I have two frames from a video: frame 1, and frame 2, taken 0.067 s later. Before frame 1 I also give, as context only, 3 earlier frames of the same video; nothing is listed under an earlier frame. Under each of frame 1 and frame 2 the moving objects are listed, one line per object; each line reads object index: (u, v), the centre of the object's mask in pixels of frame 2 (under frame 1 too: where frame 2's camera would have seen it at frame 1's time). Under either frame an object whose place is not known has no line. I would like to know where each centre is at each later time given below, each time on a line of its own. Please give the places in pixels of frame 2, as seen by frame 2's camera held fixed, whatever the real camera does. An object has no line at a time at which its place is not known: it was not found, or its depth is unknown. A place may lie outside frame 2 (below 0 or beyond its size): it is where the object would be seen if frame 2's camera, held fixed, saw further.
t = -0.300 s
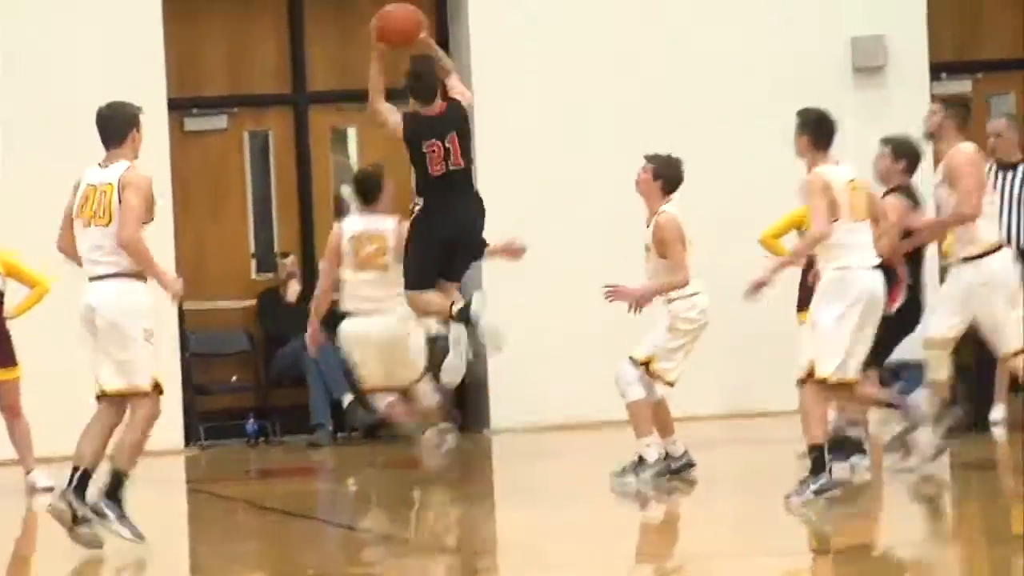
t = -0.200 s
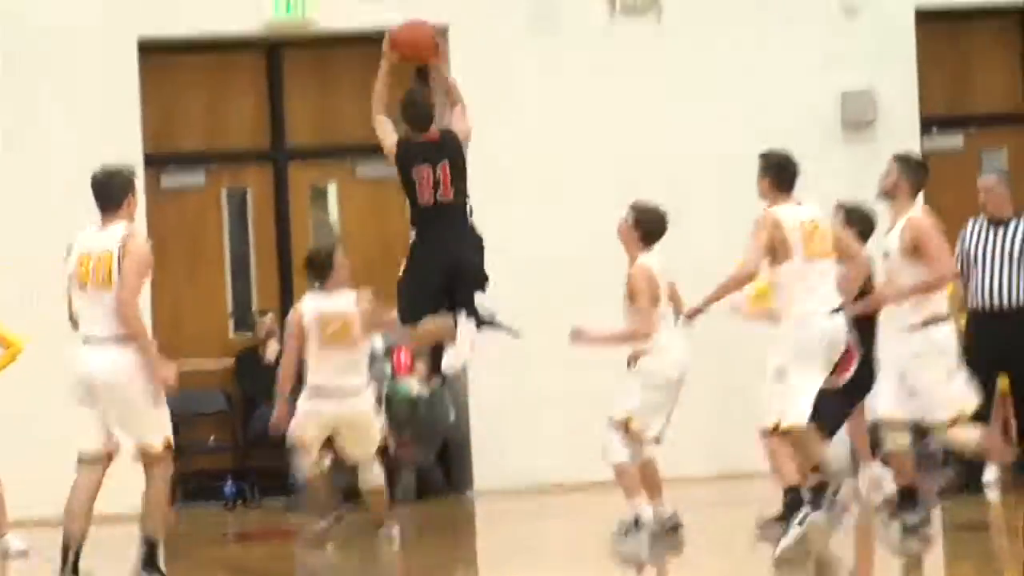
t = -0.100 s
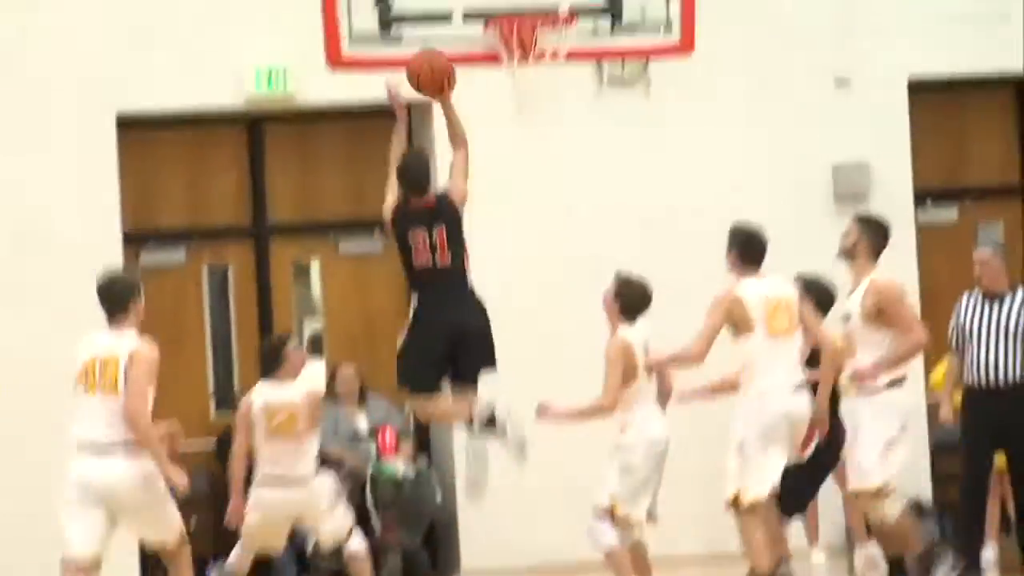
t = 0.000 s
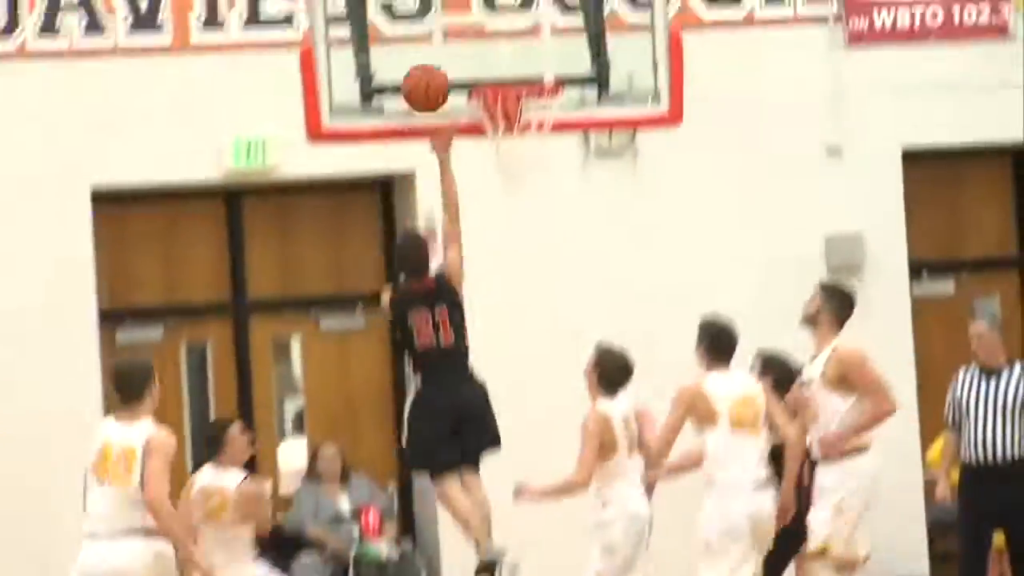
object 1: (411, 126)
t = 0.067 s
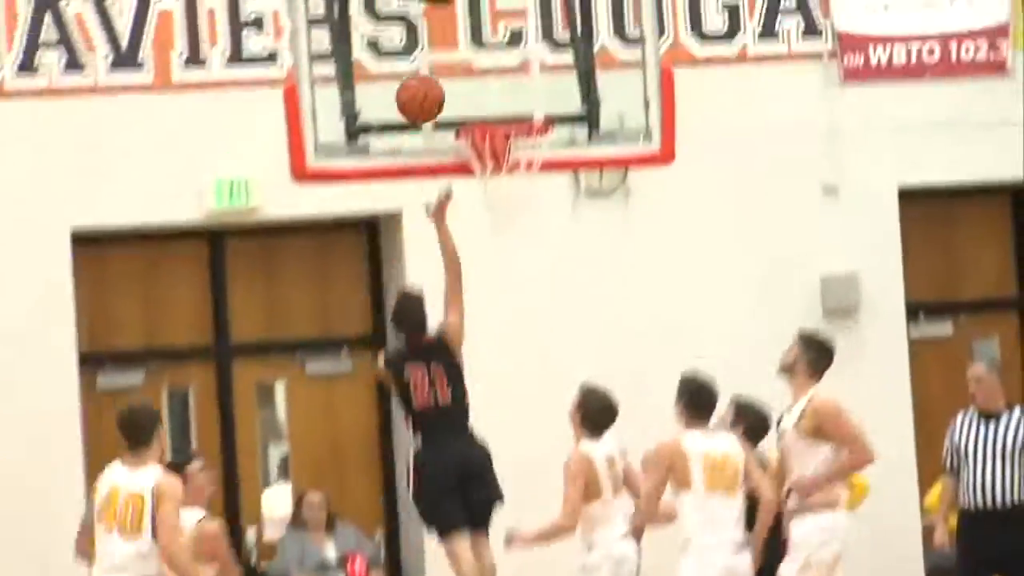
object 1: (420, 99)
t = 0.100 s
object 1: (424, 88)
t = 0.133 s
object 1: (429, 81)
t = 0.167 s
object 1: (436, 79)
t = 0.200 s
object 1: (443, 77)
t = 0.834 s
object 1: (544, 234)
